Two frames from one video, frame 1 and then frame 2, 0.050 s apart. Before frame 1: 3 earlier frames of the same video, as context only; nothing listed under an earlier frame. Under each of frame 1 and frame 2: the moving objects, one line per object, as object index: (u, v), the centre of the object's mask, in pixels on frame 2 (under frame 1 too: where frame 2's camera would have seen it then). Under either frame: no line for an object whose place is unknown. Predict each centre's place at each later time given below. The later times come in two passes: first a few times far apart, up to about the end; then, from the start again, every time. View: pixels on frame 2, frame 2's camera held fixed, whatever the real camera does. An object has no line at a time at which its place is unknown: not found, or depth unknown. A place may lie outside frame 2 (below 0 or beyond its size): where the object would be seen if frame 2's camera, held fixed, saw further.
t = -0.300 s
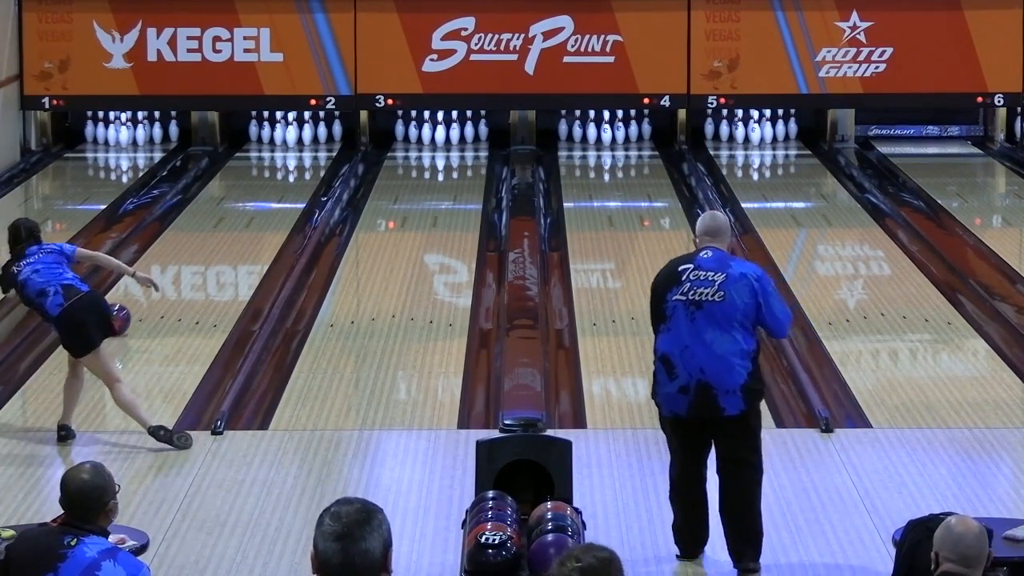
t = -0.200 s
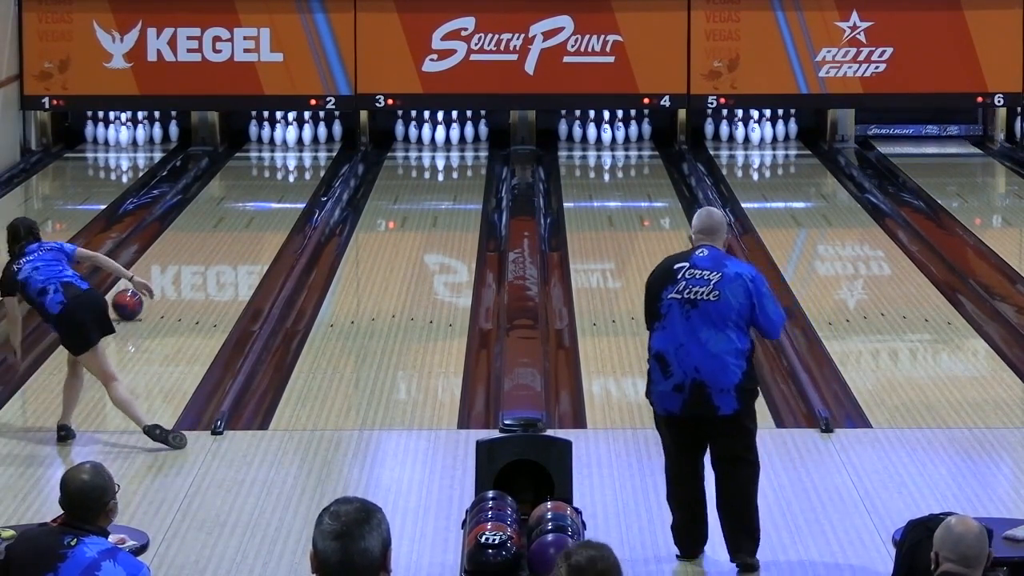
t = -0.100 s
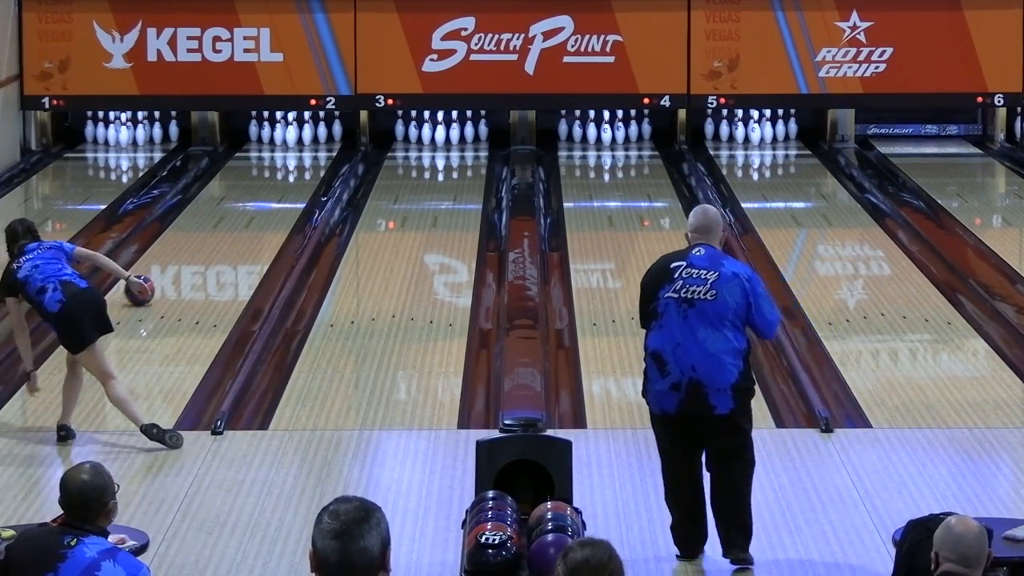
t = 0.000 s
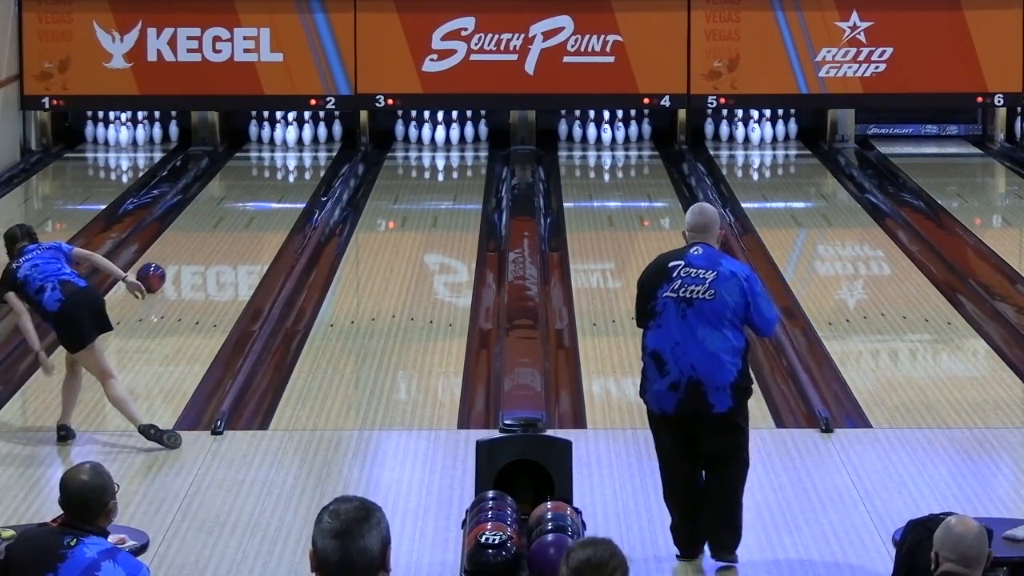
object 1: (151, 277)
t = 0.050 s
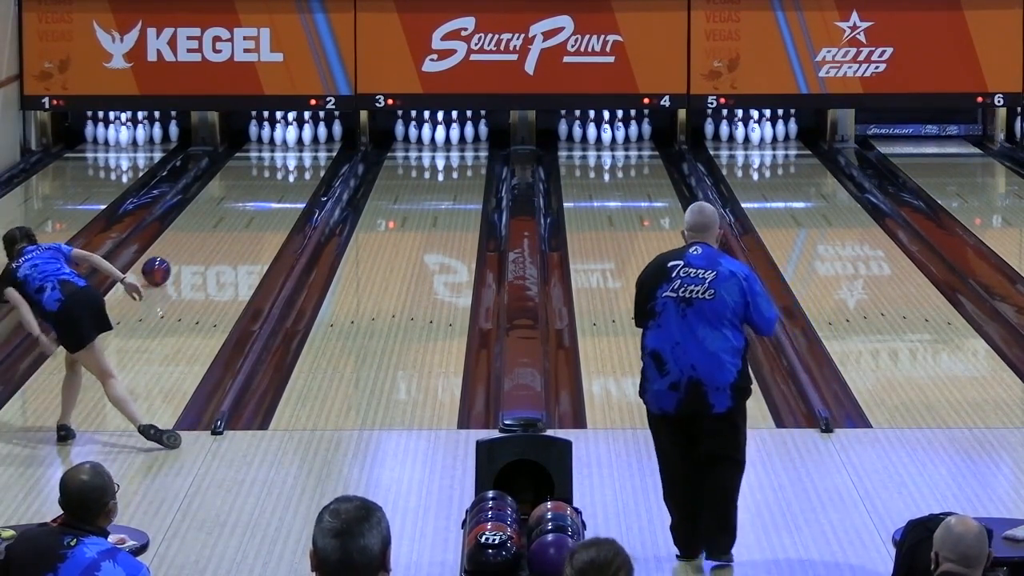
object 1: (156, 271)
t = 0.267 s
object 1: (178, 246)
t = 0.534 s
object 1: (202, 219)
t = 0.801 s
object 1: (223, 195)
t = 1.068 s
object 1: (243, 176)
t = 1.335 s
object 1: (262, 158)
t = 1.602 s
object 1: (282, 144)
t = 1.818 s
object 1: (299, 136)
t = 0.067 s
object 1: (158, 269)
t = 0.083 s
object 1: (160, 267)
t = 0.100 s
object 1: (162, 265)
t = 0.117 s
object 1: (163, 263)
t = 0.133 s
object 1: (165, 261)
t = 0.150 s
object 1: (166, 259)
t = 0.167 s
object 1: (168, 257)
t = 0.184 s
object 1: (170, 255)
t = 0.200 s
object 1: (172, 253)
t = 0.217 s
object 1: (173, 251)
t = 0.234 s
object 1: (175, 249)
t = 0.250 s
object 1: (177, 247)
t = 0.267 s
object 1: (178, 246)
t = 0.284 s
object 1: (180, 244)
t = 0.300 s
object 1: (181, 242)
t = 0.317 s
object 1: (183, 240)
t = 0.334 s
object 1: (184, 239)
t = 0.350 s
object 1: (186, 237)
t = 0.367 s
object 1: (188, 235)
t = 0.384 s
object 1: (189, 233)
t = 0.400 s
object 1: (190, 232)
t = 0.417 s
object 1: (192, 230)
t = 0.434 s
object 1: (193, 228)
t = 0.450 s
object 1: (195, 227)
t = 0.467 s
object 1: (197, 225)
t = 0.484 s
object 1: (198, 224)
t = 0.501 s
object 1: (199, 222)
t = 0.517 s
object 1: (201, 220)
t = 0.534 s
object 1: (202, 219)
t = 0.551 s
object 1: (203, 217)
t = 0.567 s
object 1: (205, 216)
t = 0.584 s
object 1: (206, 214)
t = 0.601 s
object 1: (208, 213)
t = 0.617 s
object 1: (209, 211)
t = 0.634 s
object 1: (210, 210)
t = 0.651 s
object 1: (212, 208)
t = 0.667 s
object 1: (213, 207)
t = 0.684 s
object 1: (214, 205)
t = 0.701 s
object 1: (216, 204)
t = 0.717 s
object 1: (217, 203)
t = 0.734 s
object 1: (218, 201)
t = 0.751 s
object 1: (219, 200)
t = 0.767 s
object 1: (221, 198)
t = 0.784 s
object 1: (222, 197)
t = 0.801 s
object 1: (223, 195)
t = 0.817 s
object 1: (224, 194)
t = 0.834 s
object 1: (226, 193)
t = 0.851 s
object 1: (227, 191)
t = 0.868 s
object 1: (229, 190)
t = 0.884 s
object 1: (230, 189)
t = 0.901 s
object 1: (231, 188)
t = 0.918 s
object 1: (232, 186)
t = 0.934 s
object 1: (233, 185)
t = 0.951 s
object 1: (234, 184)
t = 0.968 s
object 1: (235, 182)
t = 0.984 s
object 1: (237, 181)
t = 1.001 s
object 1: (238, 180)
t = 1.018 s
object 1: (239, 179)
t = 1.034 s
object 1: (241, 178)
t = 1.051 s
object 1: (242, 177)
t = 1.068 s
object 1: (243, 176)
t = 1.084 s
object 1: (244, 174)
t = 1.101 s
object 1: (245, 173)
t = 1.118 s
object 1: (247, 172)
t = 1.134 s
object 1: (247, 171)
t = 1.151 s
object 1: (249, 170)
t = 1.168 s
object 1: (250, 169)
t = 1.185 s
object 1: (252, 167)
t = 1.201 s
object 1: (253, 166)
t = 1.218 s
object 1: (254, 165)
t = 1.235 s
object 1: (255, 164)
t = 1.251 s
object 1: (256, 163)
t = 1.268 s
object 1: (257, 162)
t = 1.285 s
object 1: (259, 161)
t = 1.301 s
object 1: (260, 160)
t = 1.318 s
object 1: (261, 159)
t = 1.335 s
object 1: (262, 158)
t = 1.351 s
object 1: (264, 158)
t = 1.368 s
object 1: (265, 156)
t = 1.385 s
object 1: (266, 155)
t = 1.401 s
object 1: (267, 155)
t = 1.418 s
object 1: (269, 154)
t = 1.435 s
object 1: (270, 153)
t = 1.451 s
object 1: (271, 152)
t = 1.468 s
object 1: (272, 151)
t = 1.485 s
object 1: (273, 150)
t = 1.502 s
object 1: (275, 149)
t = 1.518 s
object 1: (276, 148)
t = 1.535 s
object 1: (278, 148)
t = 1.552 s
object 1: (279, 147)
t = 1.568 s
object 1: (279, 146)
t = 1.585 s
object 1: (282, 145)
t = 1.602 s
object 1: (282, 144)
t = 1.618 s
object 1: (283, 143)
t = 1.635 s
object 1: (285, 143)
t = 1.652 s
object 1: (286, 142)
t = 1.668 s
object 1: (288, 141)
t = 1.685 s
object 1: (289, 140)
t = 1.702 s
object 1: (290, 139)
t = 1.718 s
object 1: (291, 139)
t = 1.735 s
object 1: (293, 138)
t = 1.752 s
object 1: (294, 138)
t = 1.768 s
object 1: (295, 137)
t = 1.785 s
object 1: (298, 137)
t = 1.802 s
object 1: (298, 137)
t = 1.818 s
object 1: (299, 136)
